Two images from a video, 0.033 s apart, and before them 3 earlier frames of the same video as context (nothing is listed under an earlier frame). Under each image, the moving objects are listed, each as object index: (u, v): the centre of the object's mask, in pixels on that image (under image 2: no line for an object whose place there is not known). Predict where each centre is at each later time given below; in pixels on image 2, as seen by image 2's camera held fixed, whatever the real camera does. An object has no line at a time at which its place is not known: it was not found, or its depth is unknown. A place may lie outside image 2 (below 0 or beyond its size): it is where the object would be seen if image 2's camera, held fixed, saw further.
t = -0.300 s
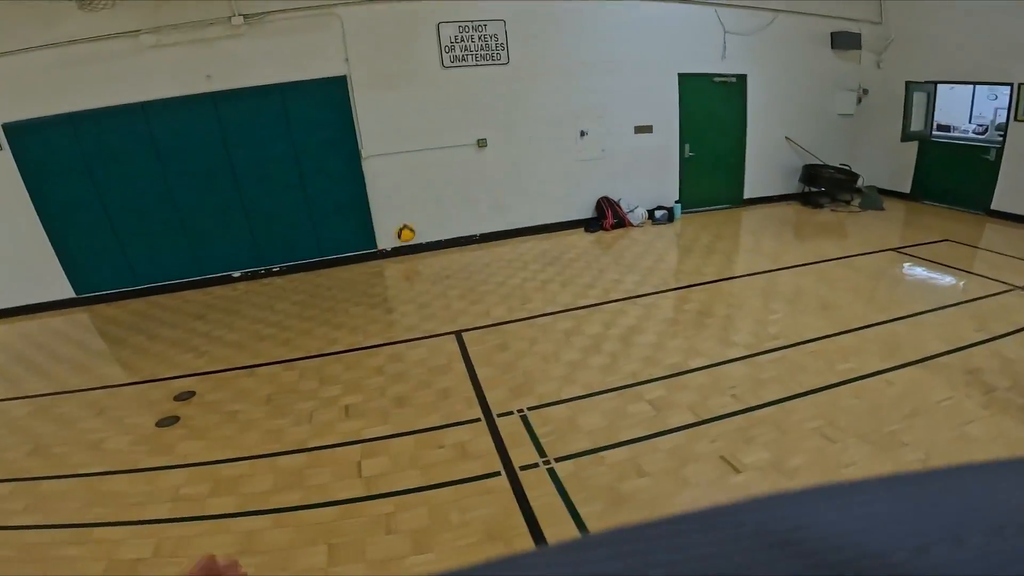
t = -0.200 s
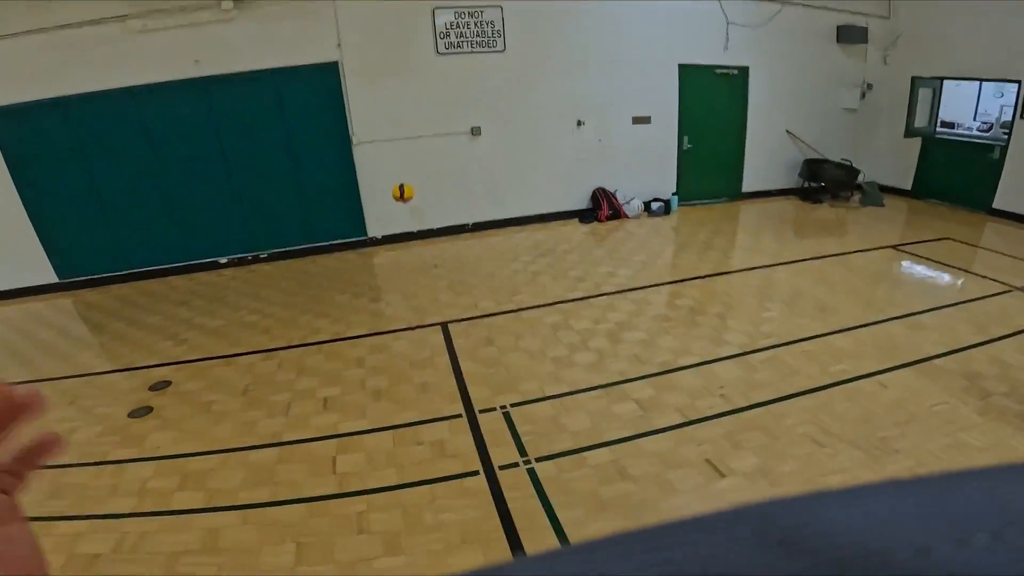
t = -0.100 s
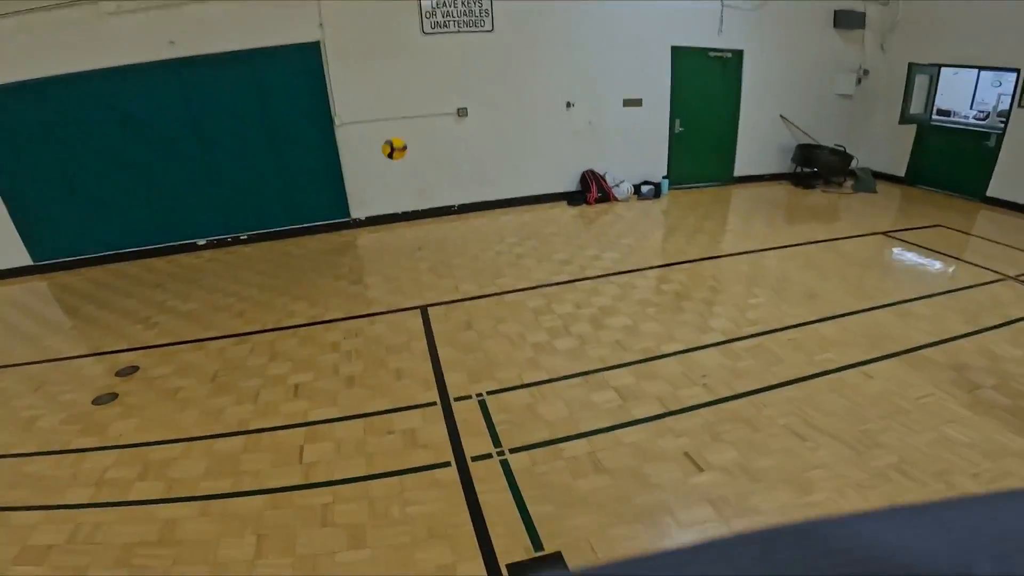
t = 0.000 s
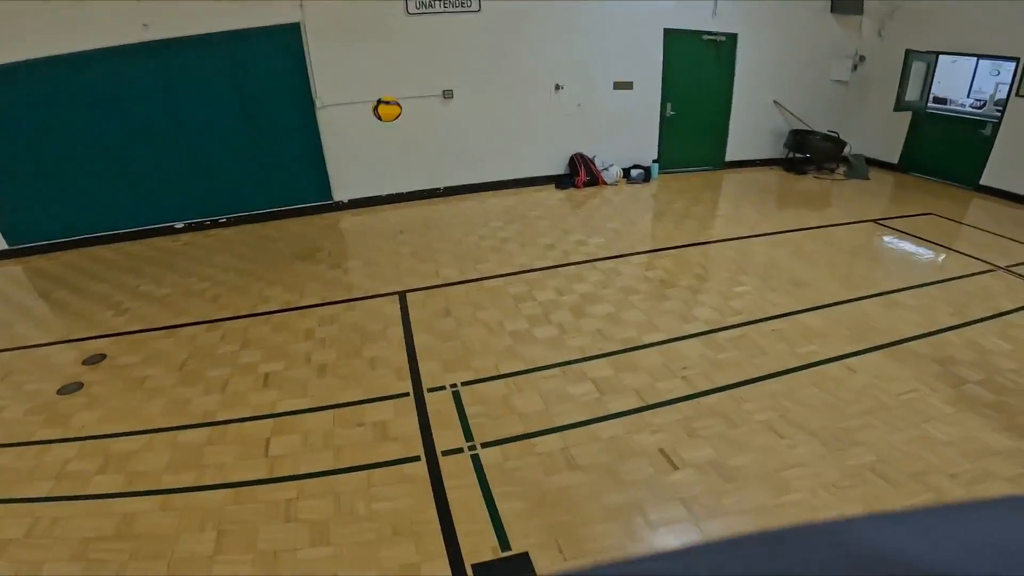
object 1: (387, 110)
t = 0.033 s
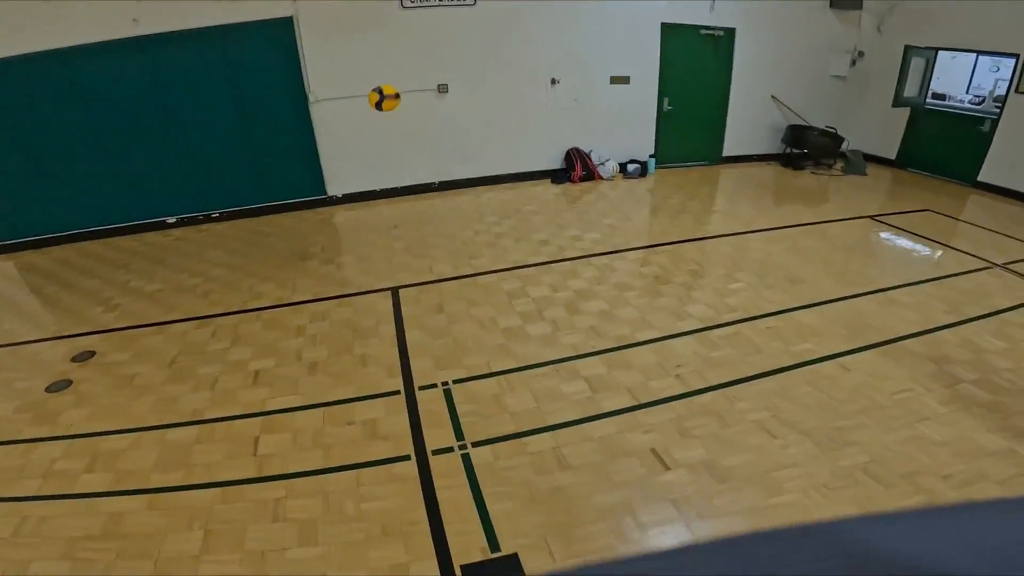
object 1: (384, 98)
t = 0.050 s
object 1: (386, 96)
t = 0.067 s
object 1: (388, 94)
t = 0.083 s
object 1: (390, 92)
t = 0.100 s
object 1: (392, 90)
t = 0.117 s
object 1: (394, 89)
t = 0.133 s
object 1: (397, 88)
